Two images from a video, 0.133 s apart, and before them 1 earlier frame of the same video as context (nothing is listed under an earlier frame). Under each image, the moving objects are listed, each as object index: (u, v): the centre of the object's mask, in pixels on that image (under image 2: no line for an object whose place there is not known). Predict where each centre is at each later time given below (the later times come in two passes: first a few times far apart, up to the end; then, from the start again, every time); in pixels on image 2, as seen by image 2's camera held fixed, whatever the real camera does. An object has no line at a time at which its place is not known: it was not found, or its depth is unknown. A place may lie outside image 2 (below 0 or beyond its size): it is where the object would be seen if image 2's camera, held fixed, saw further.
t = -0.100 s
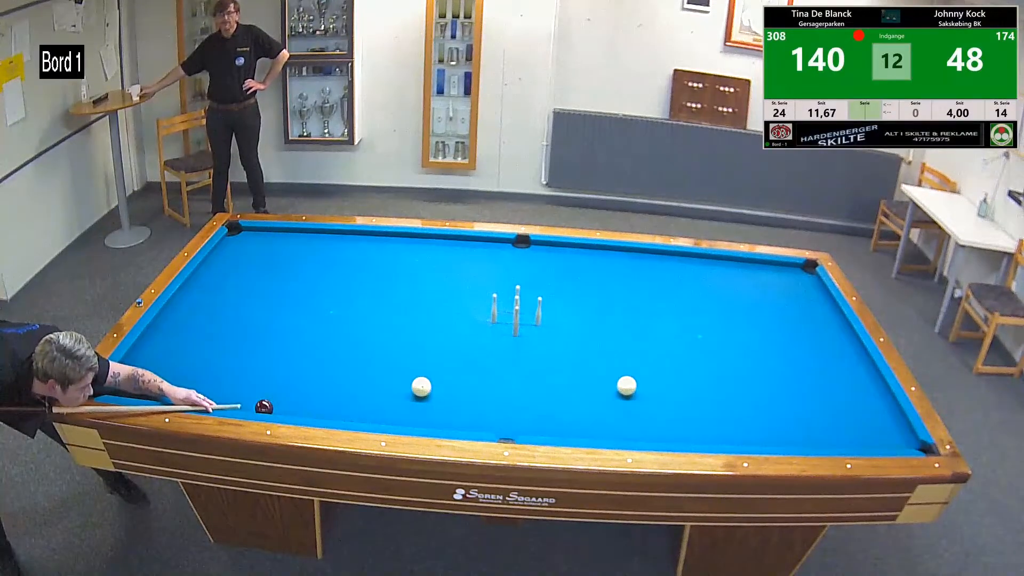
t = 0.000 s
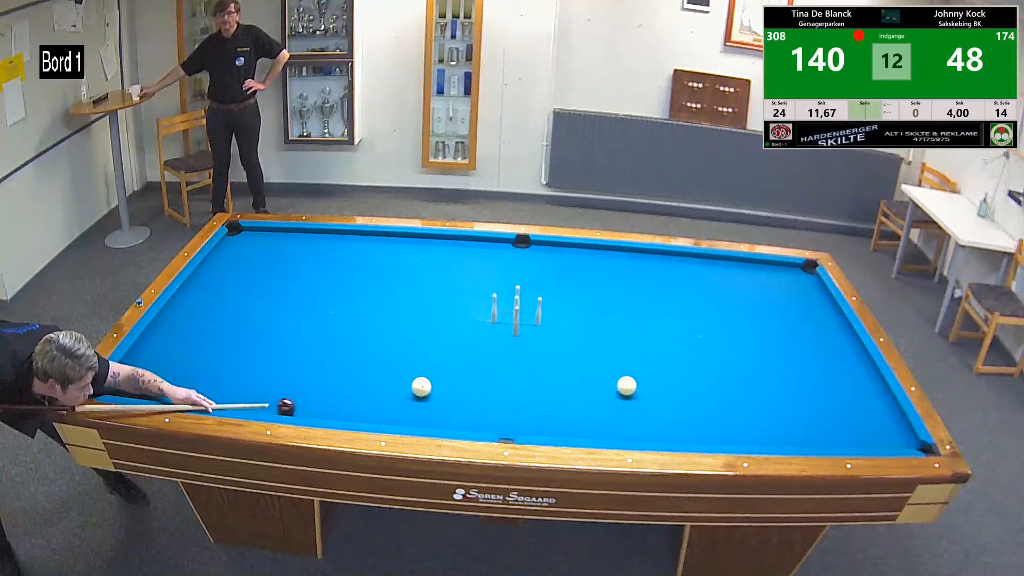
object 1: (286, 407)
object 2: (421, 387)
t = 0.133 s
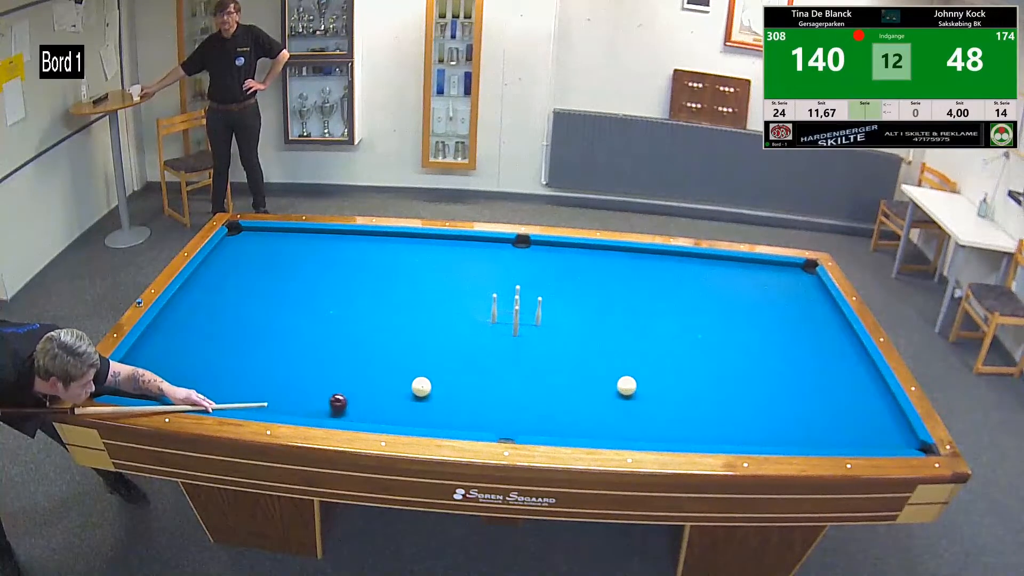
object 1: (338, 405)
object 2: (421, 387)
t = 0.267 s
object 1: (389, 400)
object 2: (421, 387)
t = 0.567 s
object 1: (470, 414)
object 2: (452, 367)
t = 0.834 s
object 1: (540, 427)
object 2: (479, 348)
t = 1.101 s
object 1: (607, 433)
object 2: (504, 332)
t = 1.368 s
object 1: (663, 433)
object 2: (524, 318)
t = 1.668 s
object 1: (722, 431)
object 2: (544, 304)
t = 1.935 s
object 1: (770, 428)
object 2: (559, 293)
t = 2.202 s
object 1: (813, 424)
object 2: (574, 283)
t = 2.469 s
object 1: (852, 421)
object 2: (587, 274)
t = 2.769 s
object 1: (892, 417)
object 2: (600, 264)
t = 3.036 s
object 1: (879, 411)
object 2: (611, 257)
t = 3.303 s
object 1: (856, 405)
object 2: (621, 250)
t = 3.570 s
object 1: (832, 399)
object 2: (629, 255)
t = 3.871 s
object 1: (807, 393)
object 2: (638, 260)
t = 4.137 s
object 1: (785, 388)
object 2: (645, 265)
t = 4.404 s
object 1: (764, 383)
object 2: (652, 270)
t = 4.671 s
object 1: (743, 378)
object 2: (659, 274)
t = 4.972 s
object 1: (721, 372)
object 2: (666, 279)
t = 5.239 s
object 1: (703, 368)
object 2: (672, 282)
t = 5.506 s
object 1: (685, 364)
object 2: (677, 286)
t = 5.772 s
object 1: (669, 360)
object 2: (683, 289)
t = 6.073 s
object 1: (651, 356)
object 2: (688, 292)
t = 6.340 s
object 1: (637, 353)
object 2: (692, 295)
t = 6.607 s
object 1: (623, 350)
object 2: (696, 297)
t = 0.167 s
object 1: (351, 404)
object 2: (421, 387)
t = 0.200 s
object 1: (364, 402)
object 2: (421, 387)
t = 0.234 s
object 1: (376, 401)
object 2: (421, 387)
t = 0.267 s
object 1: (389, 400)
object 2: (421, 387)
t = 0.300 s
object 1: (402, 399)
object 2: (421, 387)
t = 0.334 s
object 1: (411, 400)
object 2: (424, 385)
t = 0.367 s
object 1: (419, 402)
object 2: (429, 382)
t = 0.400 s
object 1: (427, 404)
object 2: (433, 379)
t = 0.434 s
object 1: (436, 406)
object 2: (437, 376)
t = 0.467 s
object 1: (444, 408)
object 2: (441, 374)
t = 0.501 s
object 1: (453, 410)
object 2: (445, 371)
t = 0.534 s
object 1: (461, 412)
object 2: (448, 369)
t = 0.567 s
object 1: (470, 414)
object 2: (452, 367)
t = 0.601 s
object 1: (479, 416)
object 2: (455, 364)
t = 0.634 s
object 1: (487, 418)
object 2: (459, 362)
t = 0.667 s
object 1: (496, 420)
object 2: (462, 360)
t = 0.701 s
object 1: (505, 421)
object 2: (466, 357)
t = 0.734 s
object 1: (514, 423)
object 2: (469, 355)
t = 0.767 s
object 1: (523, 424)
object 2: (473, 353)
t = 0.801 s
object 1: (531, 426)
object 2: (476, 351)
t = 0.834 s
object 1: (540, 427)
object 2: (479, 348)
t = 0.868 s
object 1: (549, 428)
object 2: (482, 346)
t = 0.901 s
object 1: (558, 430)
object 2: (486, 344)
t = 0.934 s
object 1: (567, 431)
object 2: (489, 342)
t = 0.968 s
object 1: (576, 432)
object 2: (492, 340)
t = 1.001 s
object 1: (584, 433)
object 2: (495, 338)
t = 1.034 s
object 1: (592, 434)
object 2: (498, 336)
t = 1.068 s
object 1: (600, 433)
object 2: (501, 334)
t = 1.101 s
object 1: (607, 433)
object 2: (504, 332)
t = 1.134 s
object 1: (614, 433)
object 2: (506, 330)
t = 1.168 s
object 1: (621, 434)
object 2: (509, 328)
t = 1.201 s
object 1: (628, 433)
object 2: (512, 326)
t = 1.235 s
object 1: (636, 433)
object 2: (514, 325)
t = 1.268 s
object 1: (642, 433)
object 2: (517, 323)
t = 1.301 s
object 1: (649, 433)
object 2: (519, 321)
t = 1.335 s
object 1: (656, 433)
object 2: (522, 319)
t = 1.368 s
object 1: (663, 433)
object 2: (524, 318)
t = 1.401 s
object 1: (670, 433)
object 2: (526, 316)
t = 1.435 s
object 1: (677, 433)
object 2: (528, 314)
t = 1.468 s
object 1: (683, 433)
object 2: (530, 313)
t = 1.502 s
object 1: (690, 432)
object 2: (531, 311)
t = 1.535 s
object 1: (697, 432)
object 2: (534, 310)
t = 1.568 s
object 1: (703, 432)
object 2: (537, 308)
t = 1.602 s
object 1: (709, 432)
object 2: (540, 306)
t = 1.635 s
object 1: (716, 432)
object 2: (542, 305)
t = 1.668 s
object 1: (722, 431)
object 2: (544, 304)
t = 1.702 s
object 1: (728, 431)
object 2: (547, 302)
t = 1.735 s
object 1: (735, 430)
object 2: (548, 301)
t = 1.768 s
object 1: (741, 430)
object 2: (550, 300)
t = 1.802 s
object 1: (747, 429)
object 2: (552, 298)
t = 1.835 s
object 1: (752, 429)
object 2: (554, 297)
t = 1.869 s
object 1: (758, 429)
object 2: (556, 296)
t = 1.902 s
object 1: (764, 428)
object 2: (558, 294)
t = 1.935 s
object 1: (770, 428)
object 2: (559, 293)
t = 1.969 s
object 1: (775, 428)
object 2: (561, 292)
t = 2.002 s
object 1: (781, 427)
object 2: (563, 290)
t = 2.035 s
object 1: (787, 426)
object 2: (565, 289)
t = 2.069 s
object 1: (792, 426)
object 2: (567, 288)
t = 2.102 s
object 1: (797, 426)
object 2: (568, 287)
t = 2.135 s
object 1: (803, 425)
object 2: (570, 286)
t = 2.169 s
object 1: (808, 425)
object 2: (572, 284)
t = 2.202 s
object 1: (813, 424)
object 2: (574, 283)
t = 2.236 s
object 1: (818, 424)
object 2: (576, 282)
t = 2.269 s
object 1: (823, 423)
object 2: (577, 281)
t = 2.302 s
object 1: (828, 423)
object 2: (579, 279)
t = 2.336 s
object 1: (833, 422)
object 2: (580, 278)
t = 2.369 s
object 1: (838, 422)
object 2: (582, 277)
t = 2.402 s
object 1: (843, 422)
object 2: (584, 276)
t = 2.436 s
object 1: (848, 421)
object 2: (585, 275)
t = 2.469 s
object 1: (852, 421)
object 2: (587, 274)
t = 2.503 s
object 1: (857, 420)
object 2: (588, 272)
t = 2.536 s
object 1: (861, 420)
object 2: (590, 271)
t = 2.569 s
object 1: (866, 420)
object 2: (591, 271)
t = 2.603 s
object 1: (870, 419)
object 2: (593, 269)
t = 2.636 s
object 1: (875, 418)
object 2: (594, 268)
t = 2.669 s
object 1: (879, 418)
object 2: (596, 267)
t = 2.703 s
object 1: (883, 418)
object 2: (597, 266)
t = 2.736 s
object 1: (888, 417)
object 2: (599, 265)
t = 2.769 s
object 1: (892, 417)
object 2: (600, 264)
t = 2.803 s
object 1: (896, 416)
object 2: (602, 263)
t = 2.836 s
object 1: (898, 416)
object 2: (603, 262)
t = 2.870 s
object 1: (895, 415)
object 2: (604, 261)
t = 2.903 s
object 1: (892, 414)
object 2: (606, 261)
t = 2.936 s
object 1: (888, 413)
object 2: (607, 260)
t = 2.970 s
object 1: (885, 413)
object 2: (608, 259)
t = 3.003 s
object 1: (882, 412)
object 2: (610, 258)
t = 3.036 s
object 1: (879, 411)
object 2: (611, 257)
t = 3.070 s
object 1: (876, 410)
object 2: (612, 256)
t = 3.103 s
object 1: (874, 410)
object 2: (614, 255)
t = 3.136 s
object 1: (870, 409)
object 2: (615, 254)
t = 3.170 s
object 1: (867, 408)
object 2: (616, 253)
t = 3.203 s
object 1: (865, 407)
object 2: (617, 252)
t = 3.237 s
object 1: (862, 406)
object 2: (619, 251)
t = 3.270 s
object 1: (859, 406)
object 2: (620, 250)
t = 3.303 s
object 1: (856, 405)
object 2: (621, 250)
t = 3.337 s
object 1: (853, 404)
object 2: (622, 250)
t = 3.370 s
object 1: (850, 404)
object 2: (623, 251)
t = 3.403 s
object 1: (847, 403)
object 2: (624, 252)
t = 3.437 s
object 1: (844, 402)
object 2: (625, 252)
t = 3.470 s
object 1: (841, 401)
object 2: (626, 253)
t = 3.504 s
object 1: (839, 401)
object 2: (627, 253)
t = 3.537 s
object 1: (836, 400)
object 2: (628, 254)
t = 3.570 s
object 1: (832, 399)
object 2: (629, 255)
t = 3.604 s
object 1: (830, 399)
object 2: (630, 255)
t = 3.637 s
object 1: (827, 398)
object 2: (631, 256)
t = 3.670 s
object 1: (824, 398)
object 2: (632, 257)
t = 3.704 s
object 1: (821, 397)
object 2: (633, 257)
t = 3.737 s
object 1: (818, 396)
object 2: (634, 258)
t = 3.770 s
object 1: (815, 395)
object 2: (635, 258)
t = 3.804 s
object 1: (813, 395)
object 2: (636, 259)
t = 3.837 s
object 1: (810, 394)
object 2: (637, 260)
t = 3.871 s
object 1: (807, 393)
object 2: (638, 260)
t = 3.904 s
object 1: (804, 392)
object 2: (639, 261)
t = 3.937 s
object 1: (801, 392)
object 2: (640, 261)
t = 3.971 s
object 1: (799, 391)
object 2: (640, 262)
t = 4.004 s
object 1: (796, 390)
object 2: (641, 262)
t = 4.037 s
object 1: (793, 390)
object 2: (642, 263)
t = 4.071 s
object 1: (790, 389)
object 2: (643, 264)
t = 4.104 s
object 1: (788, 388)
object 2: (644, 264)
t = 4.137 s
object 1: (785, 388)
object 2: (645, 265)
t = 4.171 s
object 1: (782, 387)
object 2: (646, 266)
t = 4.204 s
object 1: (780, 386)
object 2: (647, 266)
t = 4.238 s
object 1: (777, 386)
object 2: (648, 267)
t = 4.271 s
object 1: (774, 385)
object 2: (648, 267)
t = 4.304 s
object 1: (772, 385)
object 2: (649, 268)
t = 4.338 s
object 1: (769, 384)
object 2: (650, 268)
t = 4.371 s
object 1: (766, 383)
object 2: (651, 269)
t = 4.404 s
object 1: (764, 383)
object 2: (652, 270)
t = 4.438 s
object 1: (761, 382)
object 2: (653, 270)
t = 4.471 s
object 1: (758, 382)
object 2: (654, 271)
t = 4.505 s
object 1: (756, 381)
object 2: (655, 271)
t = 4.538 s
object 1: (753, 381)
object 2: (655, 272)
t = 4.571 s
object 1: (751, 380)
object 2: (656, 272)
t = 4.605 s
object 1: (748, 379)
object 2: (657, 273)
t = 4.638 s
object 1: (746, 379)
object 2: (658, 273)
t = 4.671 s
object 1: (743, 378)
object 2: (659, 274)
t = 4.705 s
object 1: (741, 378)
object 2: (660, 275)
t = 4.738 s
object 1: (738, 377)
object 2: (660, 275)
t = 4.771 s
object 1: (736, 376)
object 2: (661, 276)
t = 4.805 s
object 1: (733, 376)
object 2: (662, 276)
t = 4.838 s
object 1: (731, 375)
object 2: (663, 276)
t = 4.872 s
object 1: (729, 374)
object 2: (664, 277)
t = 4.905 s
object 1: (726, 374)
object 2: (664, 278)
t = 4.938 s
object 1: (724, 373)
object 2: (665, 278)
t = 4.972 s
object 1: (721, 372)
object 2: (666, 279)
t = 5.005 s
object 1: (719, 372)
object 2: (666, 279)
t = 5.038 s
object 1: (717, 371)
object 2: (667, 279)
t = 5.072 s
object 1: (714, 371)
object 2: (668, 280)
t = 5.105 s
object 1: (712, 370)
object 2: (669, 280)
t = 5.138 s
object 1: (709, 370)
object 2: (670, 281)
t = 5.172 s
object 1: (707, 369)
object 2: (670, 281)
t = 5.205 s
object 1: (705, 369)
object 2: (671, 282)
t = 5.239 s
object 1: (703, 368)
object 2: (672, 282)
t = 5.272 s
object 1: (700, 368)
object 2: (673, 283)
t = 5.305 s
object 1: (698, 368)
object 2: (673, 283)
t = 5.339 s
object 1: (696, 367)
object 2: (674, 284)
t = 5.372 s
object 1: (694, 366)
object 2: (675, 284)
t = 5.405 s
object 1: (692, 366)
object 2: (675, 284)
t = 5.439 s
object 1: (689, 365)
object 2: (676, 285)
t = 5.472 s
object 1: (687, 365)
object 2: (677, 285)
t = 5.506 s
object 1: (685, 364)
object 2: (677, 286)
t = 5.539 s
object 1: (683, 364)
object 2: (678, 286)
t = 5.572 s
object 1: (681, 363)
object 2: (679, 287)
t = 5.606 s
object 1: (679, 363)
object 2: (679, 287)
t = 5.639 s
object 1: (677, 362)
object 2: (680, 287)
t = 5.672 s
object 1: (675, 362)
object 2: (681, 288)
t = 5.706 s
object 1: (673, 361)
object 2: (681, 288)
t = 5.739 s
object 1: (671, 360)
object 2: (682, 288)
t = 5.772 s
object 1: (669, 360)
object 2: (683, 289)
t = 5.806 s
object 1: (667, 360)
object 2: (683, 289)
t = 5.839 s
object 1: (665, 359)
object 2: (684, 290)
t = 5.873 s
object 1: (663, 359)
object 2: (685, 290)
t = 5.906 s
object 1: (661, 358)
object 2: (685, 290)
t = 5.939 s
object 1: (659, 358)
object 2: (686, 291)
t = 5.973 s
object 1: (657, 358)
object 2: (686, 291)
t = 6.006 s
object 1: (655, 357)
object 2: (687, 291)
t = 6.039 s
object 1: (653, 357)
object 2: (687, 292)
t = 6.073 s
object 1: (651, 356)
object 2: (688, 292)
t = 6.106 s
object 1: (649, 356)
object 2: (688, 292)
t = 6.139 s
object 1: (648, 355)
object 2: (689, 293)
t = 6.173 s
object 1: (646, 355)
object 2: (690, 293)
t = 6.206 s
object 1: (644, 354)
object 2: (690, 293)
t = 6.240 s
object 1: (642, 354)
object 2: (691, 294)
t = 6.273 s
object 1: (640, 354)
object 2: (691, 294)
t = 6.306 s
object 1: (639, 353)
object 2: (692, 294)
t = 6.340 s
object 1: (637, 353)
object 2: (692, 295)
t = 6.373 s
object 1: (635, 352)
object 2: (693, 295)
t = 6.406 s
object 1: (633, 352)
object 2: (693, 295)
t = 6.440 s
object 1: (632, 352)
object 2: (694, 295)
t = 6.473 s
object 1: (630, 351)
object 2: (694, 296)
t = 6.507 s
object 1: (628, 351)
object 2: (694, 296)
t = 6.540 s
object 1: (627, 351)
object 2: (695, 296)
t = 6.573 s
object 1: (625, 350)
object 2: (695, 296)
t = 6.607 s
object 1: (623, 350)
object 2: (696, 297)
